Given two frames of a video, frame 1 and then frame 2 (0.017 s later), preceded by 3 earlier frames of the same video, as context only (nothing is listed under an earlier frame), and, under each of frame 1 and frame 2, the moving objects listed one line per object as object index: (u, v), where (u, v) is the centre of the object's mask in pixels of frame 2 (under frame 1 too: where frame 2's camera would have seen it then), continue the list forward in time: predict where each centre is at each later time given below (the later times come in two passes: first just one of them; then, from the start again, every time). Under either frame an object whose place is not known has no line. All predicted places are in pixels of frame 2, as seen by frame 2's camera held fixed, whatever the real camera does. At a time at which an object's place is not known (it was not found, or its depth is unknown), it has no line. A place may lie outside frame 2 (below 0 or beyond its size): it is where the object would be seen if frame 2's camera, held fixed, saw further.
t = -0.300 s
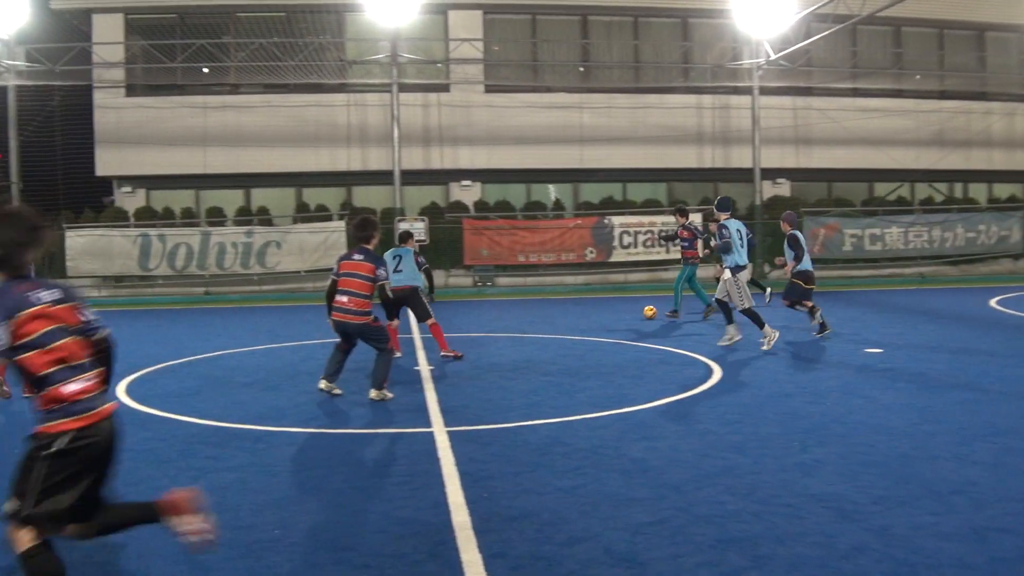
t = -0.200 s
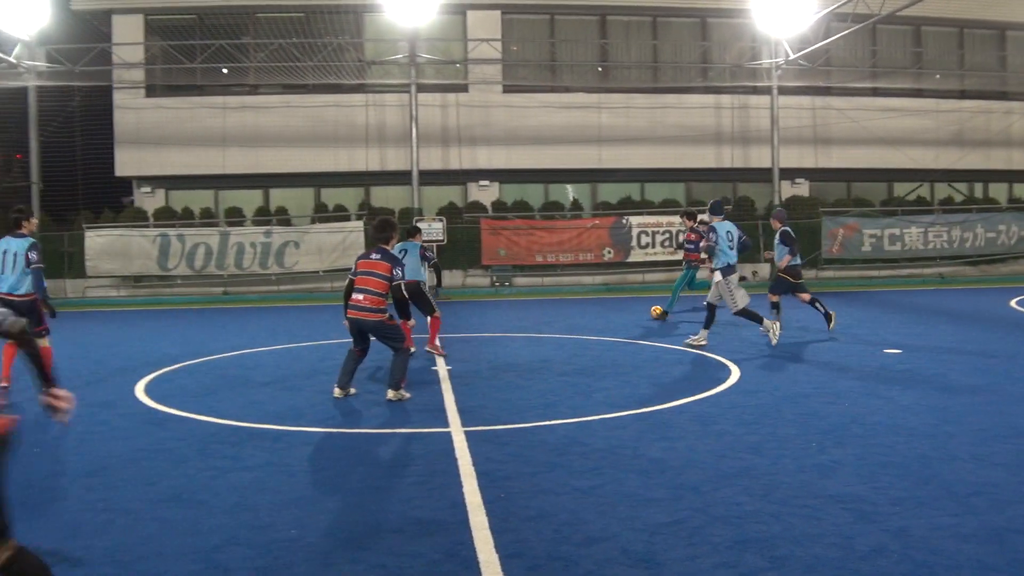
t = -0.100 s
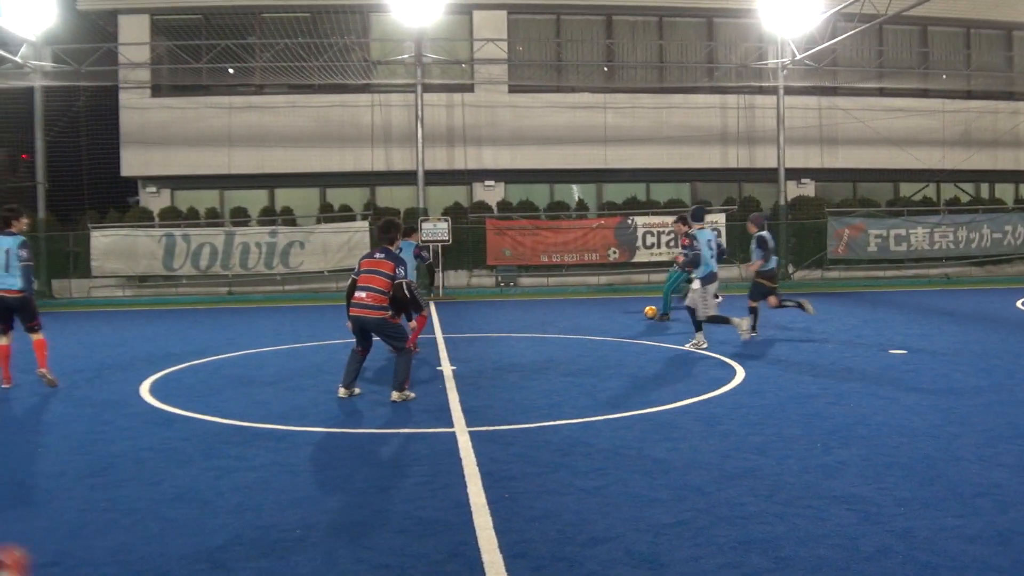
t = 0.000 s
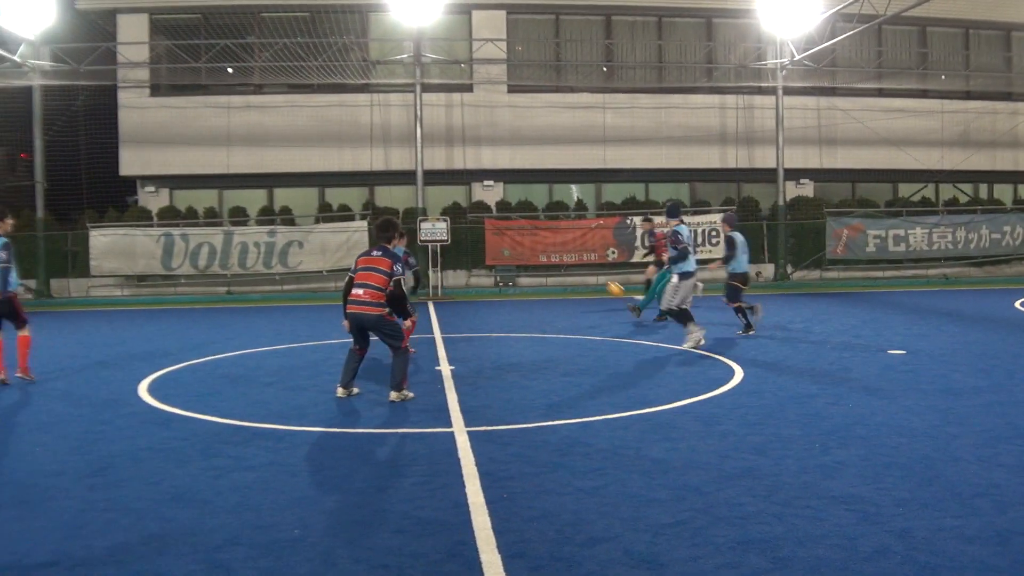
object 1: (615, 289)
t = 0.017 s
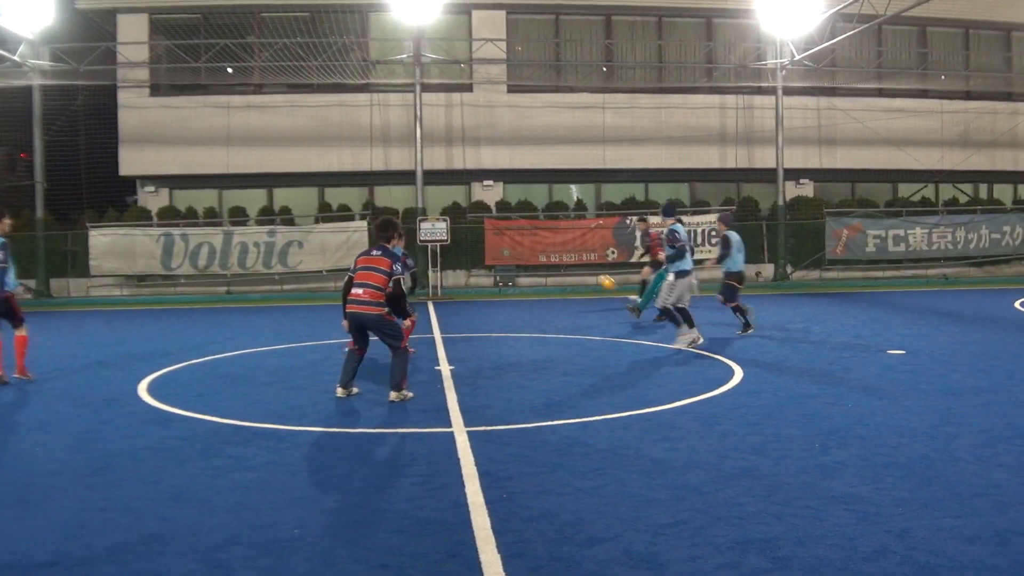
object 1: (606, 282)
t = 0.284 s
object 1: (462, 180)
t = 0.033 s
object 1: (598, 275)
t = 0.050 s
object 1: (591, 269)
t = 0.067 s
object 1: (582, 263)
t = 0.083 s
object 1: (573, 255)
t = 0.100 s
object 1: (564, 248)
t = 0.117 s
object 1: (556, 241)
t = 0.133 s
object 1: (547, 235)
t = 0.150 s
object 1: (538, 229)
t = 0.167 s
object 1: (529, 223)
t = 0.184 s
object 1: (520, 217)
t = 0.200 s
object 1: (510, 211)
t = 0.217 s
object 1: (502, 205)
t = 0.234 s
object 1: (492, 198)
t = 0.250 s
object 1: (481, 192)
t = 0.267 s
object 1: (471, 185)
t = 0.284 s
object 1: (462, 180)
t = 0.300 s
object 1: (452, 174)
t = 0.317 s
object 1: (443, 169)
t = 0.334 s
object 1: (432, 163)
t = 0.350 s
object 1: (421, 157)
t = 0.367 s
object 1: (409, 152)
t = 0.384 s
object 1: (400, 147)
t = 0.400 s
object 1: (388, 141)
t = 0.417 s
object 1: (376, 136)
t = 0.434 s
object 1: (366, 131)
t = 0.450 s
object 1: (354, 126)
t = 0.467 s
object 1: (342, 121)
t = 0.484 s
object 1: (332, 116)
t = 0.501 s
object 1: (320, 113)
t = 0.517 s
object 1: (308, 108)
